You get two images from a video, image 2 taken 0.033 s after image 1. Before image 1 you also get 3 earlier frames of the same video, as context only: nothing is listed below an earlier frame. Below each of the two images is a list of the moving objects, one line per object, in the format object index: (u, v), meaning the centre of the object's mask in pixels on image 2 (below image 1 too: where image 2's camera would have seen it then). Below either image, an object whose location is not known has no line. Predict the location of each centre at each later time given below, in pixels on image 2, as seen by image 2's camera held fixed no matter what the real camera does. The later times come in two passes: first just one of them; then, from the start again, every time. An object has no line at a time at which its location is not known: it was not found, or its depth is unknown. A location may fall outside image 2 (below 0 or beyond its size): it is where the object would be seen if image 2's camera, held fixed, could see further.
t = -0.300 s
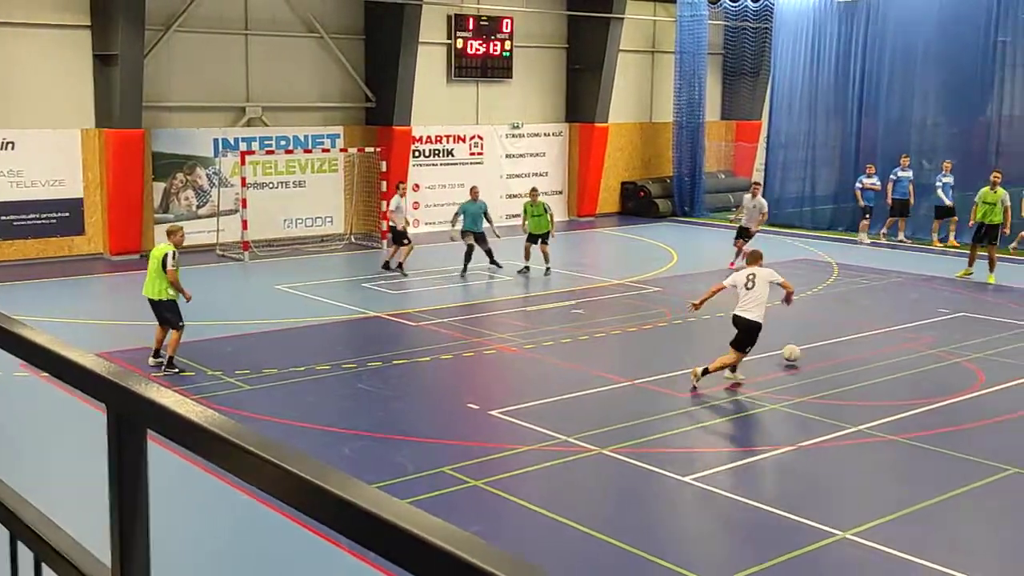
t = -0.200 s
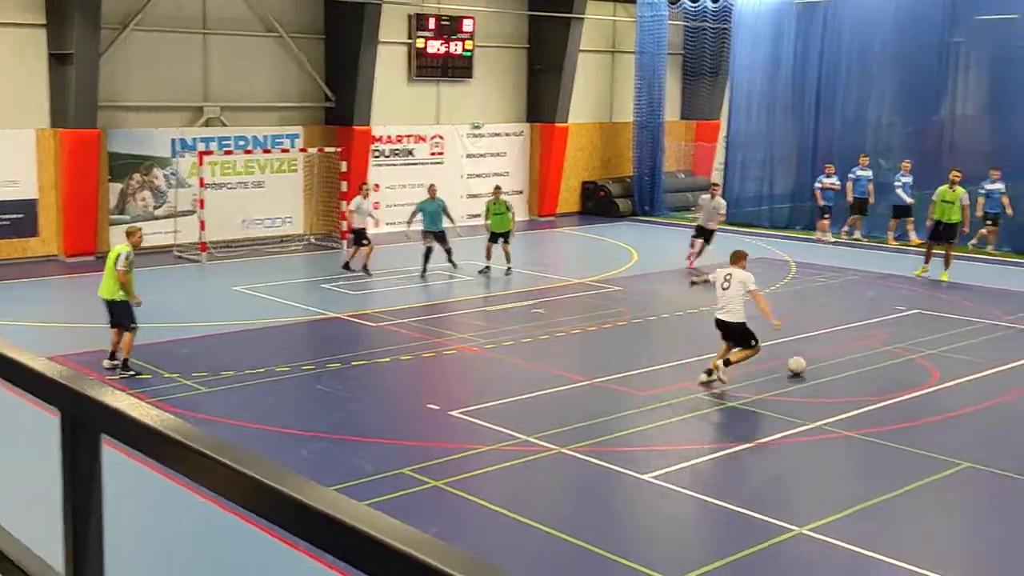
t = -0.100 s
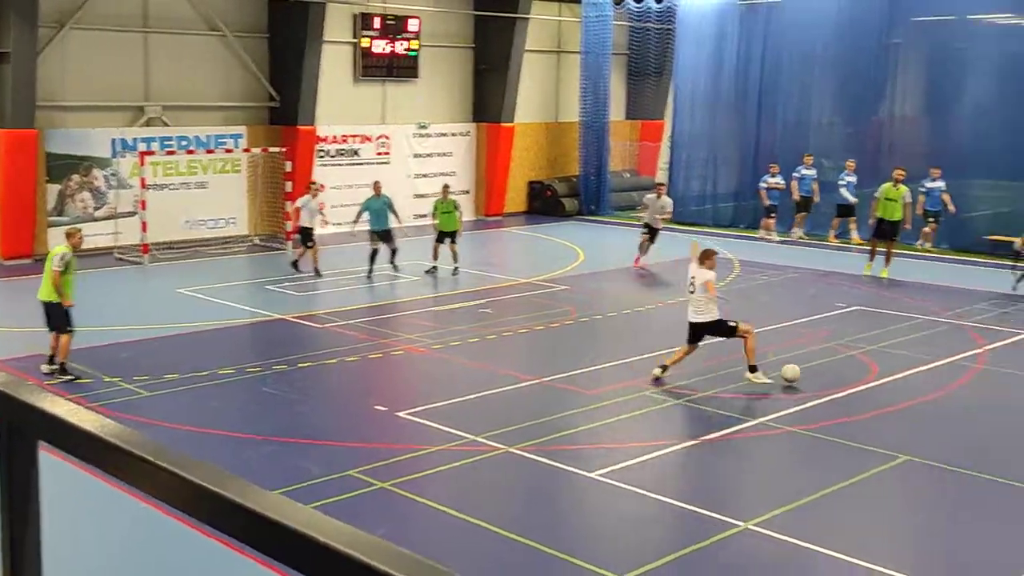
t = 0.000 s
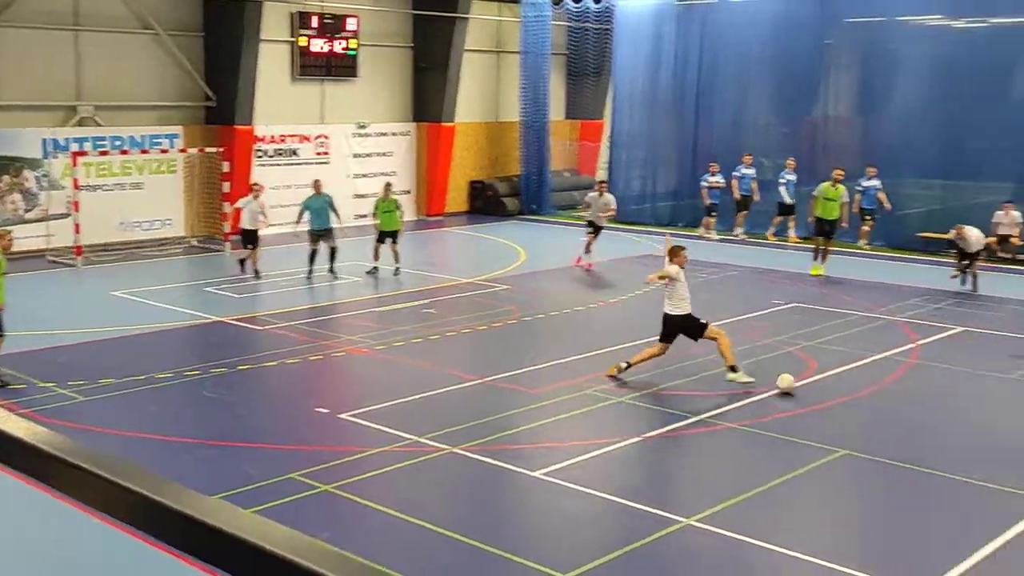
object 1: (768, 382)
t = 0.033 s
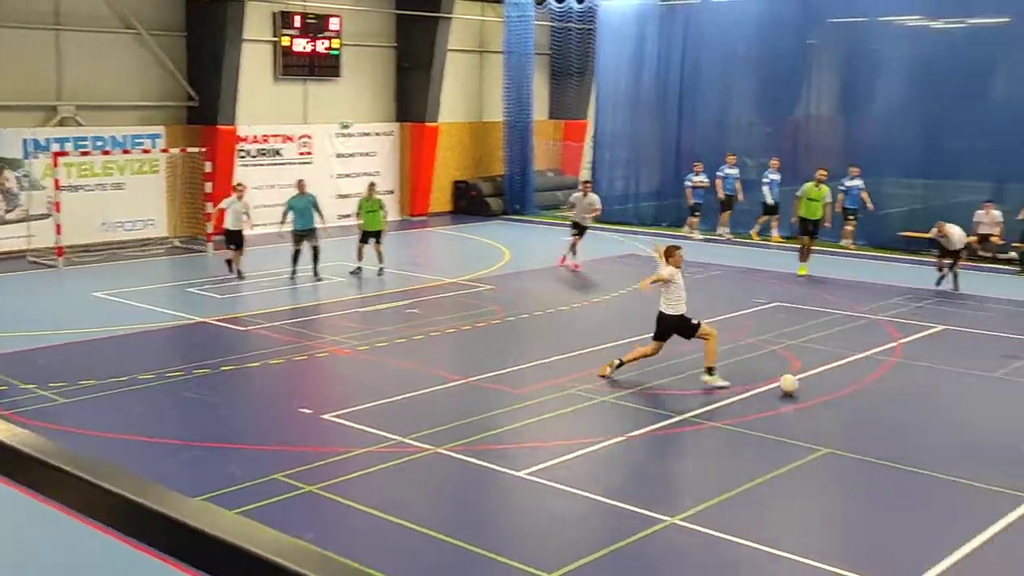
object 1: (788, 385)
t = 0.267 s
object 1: (930, 408)
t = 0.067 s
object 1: (808, 388)
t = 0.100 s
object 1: (826, 391)
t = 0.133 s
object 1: (847, 395)
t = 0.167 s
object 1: (867, 397)
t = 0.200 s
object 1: (888, 399)
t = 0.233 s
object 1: (909, 403)
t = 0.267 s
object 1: (930, 408)
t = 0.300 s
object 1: (951, 411)
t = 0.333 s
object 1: (973, 413)
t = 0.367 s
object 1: (996, 417)
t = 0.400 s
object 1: (1018, 422)
